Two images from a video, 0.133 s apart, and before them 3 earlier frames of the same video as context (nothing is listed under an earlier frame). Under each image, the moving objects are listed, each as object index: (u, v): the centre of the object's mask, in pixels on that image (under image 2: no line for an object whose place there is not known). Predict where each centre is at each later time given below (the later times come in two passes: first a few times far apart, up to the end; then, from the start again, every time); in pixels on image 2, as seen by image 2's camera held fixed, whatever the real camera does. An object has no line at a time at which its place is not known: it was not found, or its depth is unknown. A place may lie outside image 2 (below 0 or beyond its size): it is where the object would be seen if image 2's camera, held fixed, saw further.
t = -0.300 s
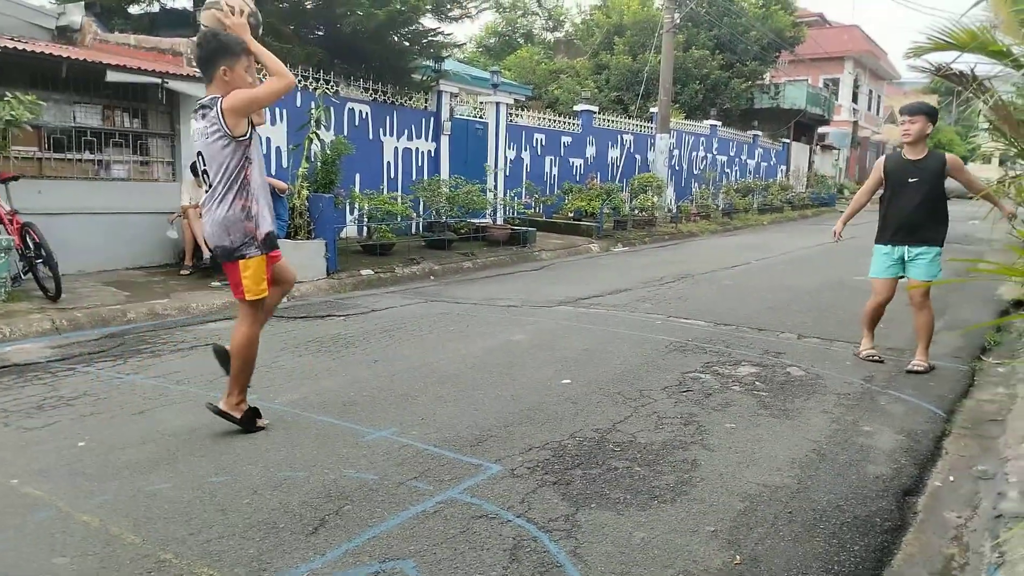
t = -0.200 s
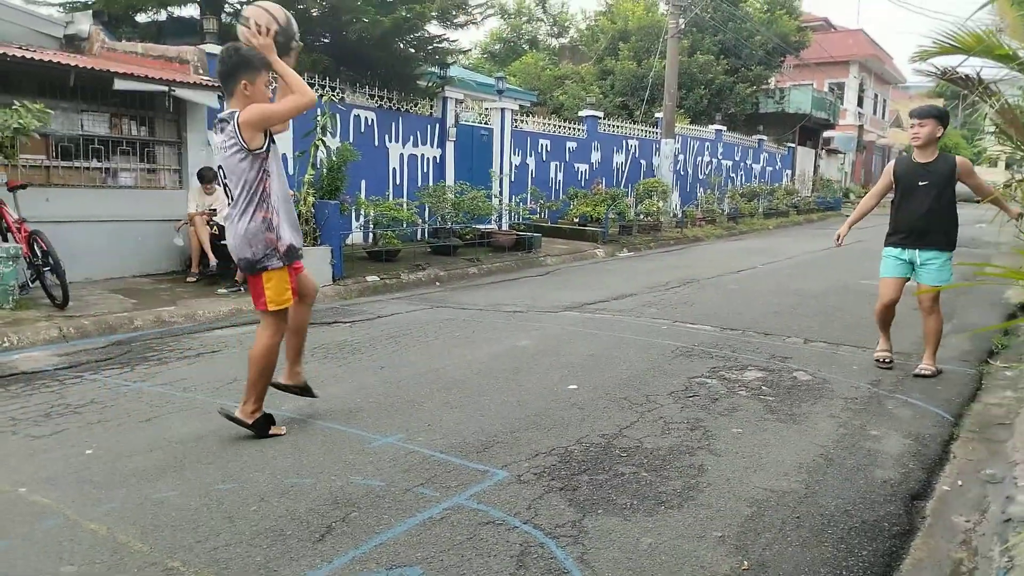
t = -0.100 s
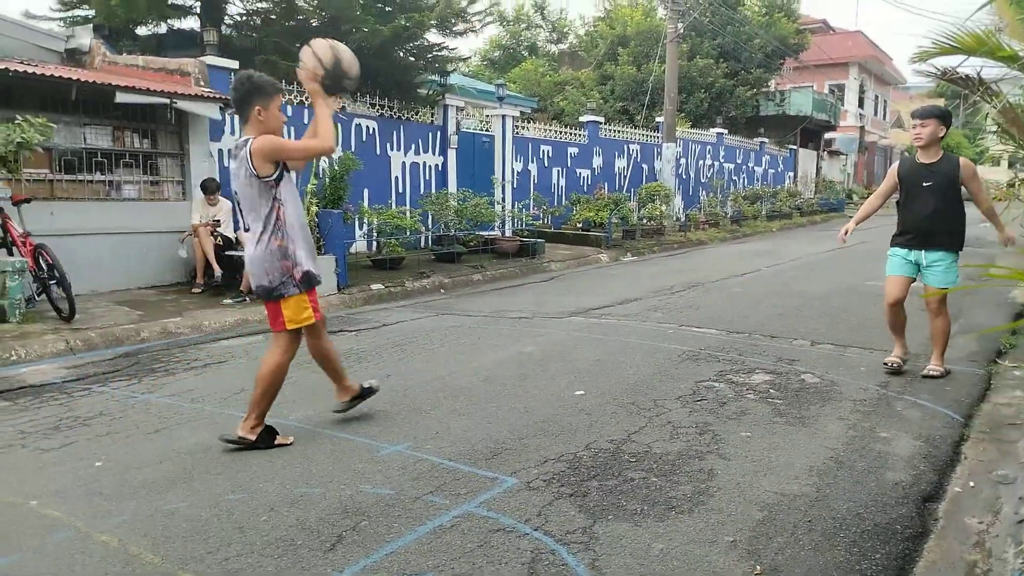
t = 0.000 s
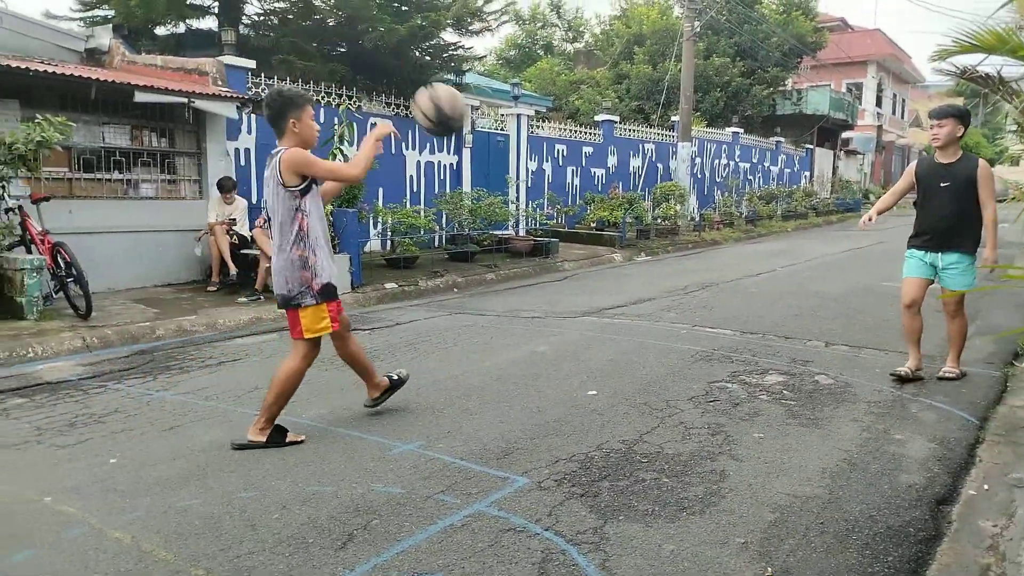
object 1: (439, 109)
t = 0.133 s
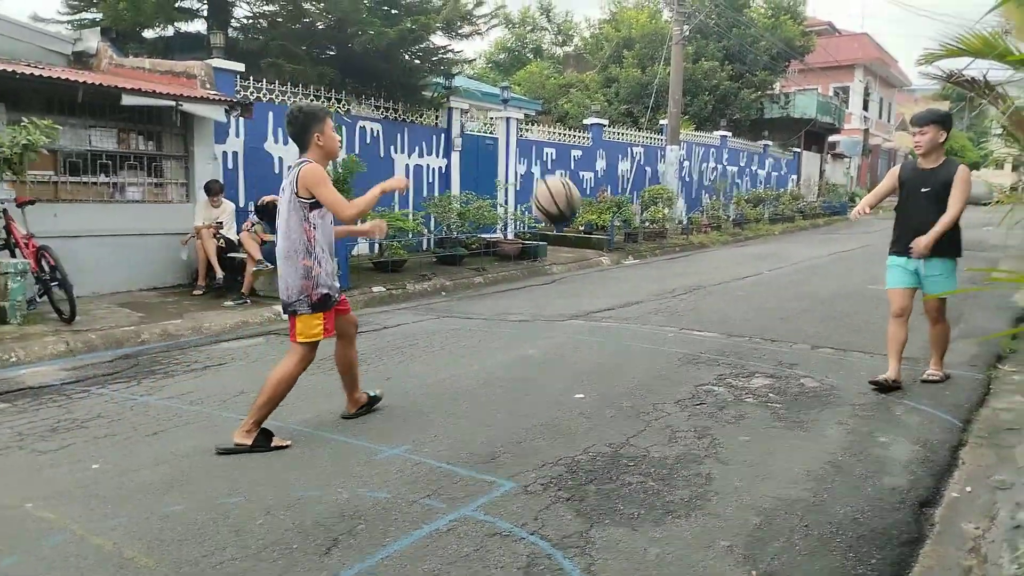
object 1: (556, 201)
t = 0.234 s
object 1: (638, 280)
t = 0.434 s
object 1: (747, 309)
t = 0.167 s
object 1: (584, 226)
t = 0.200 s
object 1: (612, 251)
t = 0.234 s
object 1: (638, 280)
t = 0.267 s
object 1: (663, 308)
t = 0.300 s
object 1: (688, 339)
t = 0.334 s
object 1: (710, 369)
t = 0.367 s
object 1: (724, 358)
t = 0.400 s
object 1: (736, 332)
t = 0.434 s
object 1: (747, 309)
